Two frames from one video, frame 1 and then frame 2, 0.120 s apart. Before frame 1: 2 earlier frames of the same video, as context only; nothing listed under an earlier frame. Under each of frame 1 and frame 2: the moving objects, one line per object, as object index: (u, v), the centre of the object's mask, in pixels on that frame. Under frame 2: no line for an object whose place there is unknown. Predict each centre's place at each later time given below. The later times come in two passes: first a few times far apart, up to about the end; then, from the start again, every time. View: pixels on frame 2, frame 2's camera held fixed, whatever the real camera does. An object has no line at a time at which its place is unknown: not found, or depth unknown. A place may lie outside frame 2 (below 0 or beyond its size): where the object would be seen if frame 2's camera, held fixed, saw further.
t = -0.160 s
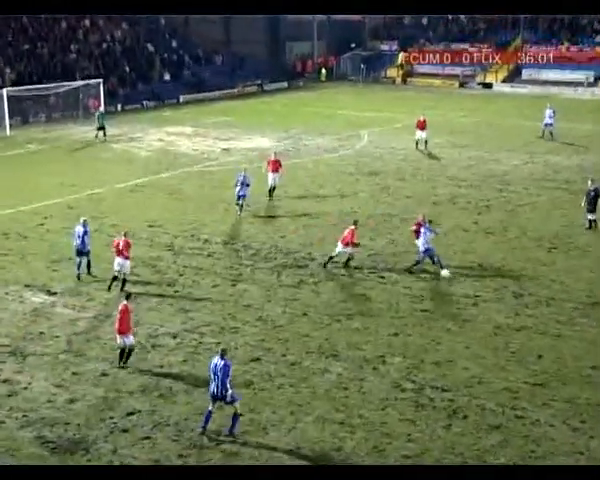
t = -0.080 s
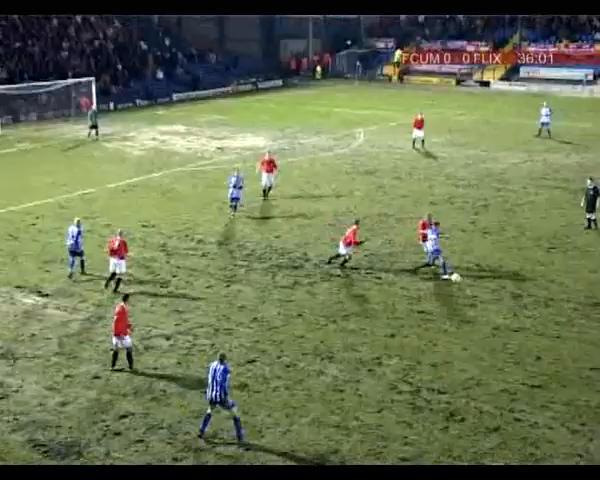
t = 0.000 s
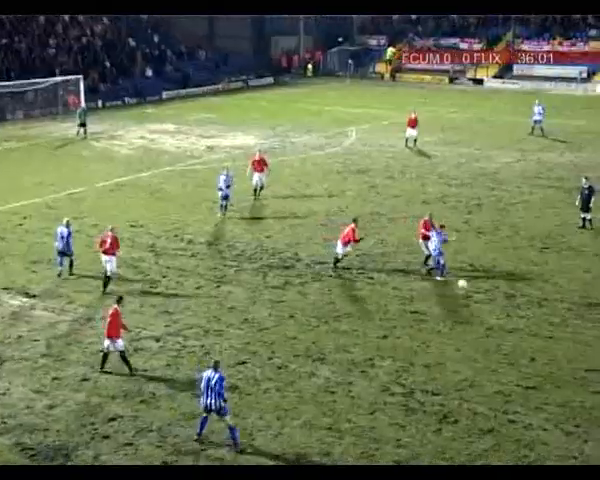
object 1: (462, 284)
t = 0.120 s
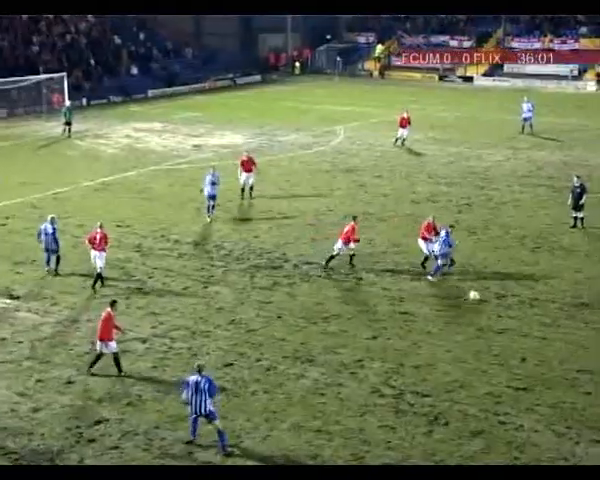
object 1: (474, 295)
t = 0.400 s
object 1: (521, 315)
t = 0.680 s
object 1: (568, 331)
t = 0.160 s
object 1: (480, 297)
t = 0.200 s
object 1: (487, 300)
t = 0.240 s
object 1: (494, 303)
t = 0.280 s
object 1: (501, 308)
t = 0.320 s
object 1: (508, 311)
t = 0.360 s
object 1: (514, 313)
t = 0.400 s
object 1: (521, 315)
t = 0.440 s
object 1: (527, 318)
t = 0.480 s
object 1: (534, 322)
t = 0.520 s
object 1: (541, 323)
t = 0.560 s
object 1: (547, 324)
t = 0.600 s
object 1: (554, 326)
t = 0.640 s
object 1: (561, 329)
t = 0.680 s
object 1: (568, 331)
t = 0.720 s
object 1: (574, 336)
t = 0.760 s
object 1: (582, 341)
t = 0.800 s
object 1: (589, 344)
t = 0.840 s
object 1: (596, 346)
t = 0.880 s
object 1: (603, 348)
